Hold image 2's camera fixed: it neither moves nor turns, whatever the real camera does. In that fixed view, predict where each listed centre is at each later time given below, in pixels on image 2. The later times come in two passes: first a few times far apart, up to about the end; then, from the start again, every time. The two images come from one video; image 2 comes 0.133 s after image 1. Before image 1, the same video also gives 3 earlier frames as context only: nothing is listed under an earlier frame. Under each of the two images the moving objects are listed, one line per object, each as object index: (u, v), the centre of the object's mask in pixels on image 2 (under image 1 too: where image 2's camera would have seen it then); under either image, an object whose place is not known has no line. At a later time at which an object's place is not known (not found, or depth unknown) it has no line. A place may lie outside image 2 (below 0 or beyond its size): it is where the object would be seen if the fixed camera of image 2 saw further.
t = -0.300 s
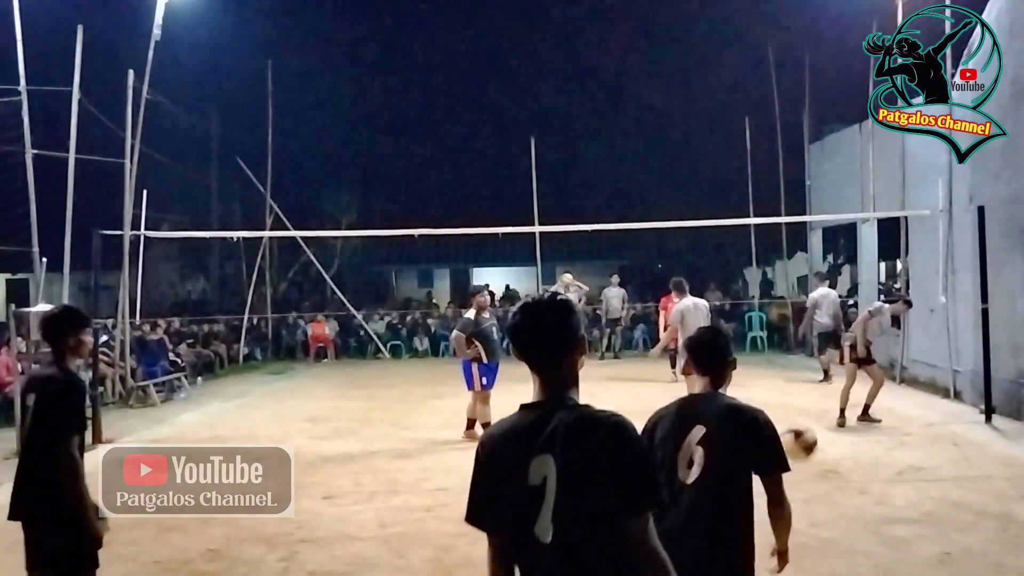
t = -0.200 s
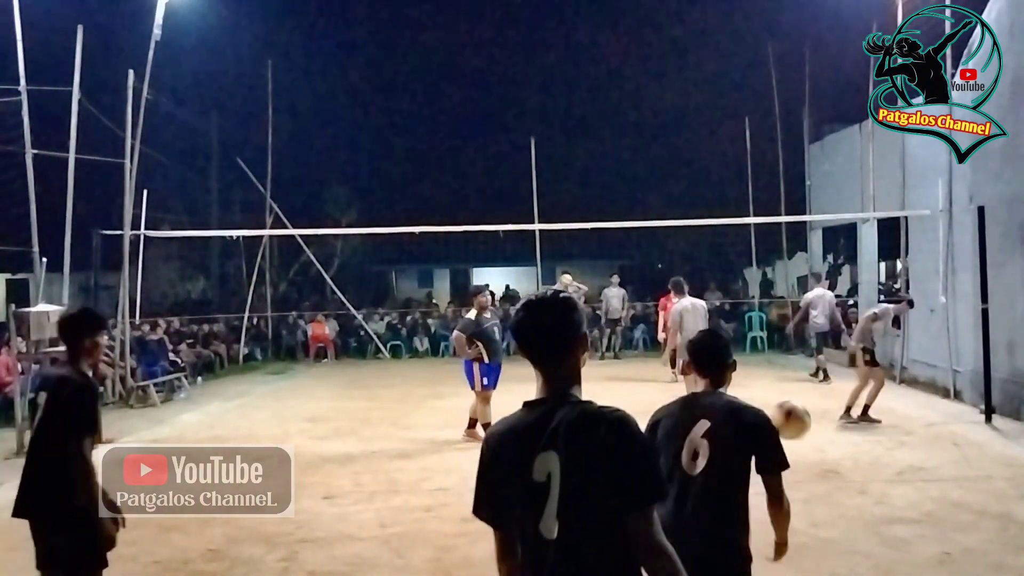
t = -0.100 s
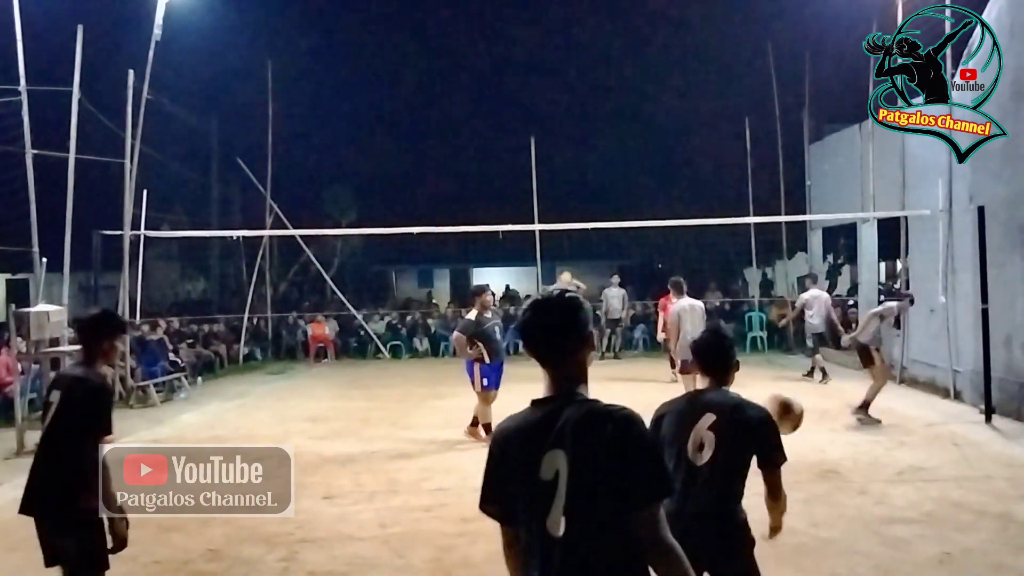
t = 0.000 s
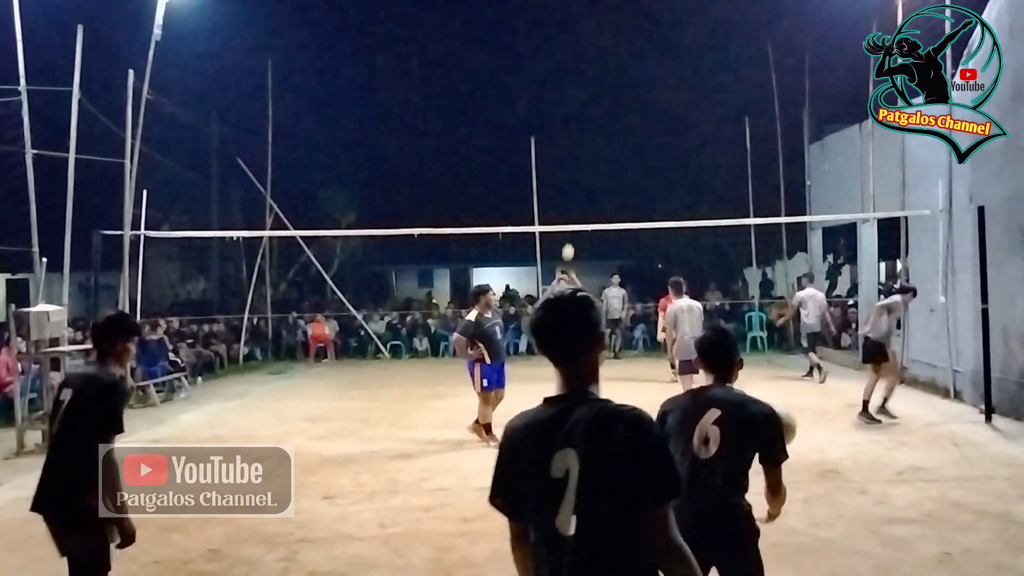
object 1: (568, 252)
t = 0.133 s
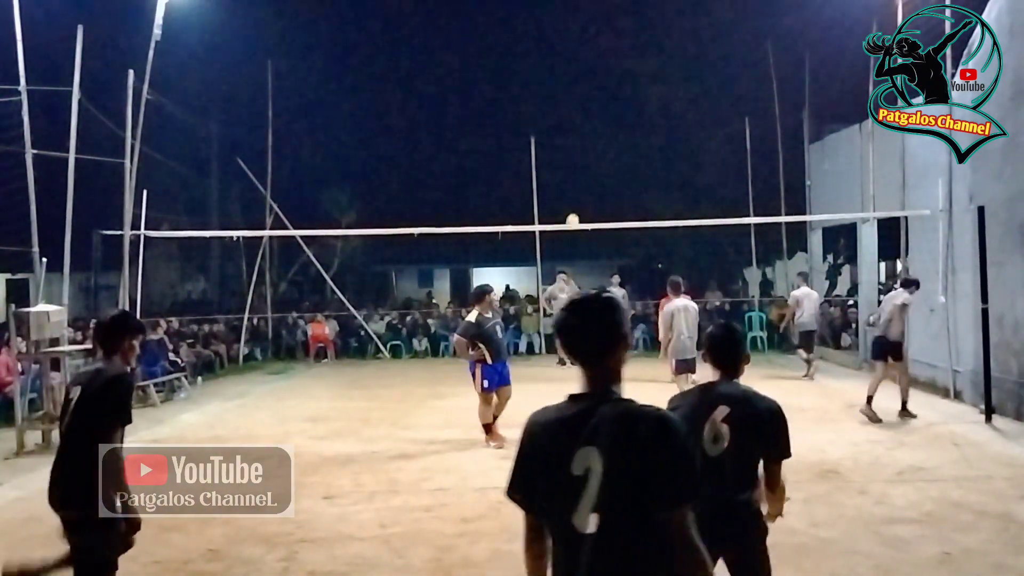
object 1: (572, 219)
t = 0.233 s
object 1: (577, 204)
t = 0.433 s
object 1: (587, 184)
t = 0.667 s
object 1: (603, 190)
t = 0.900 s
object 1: (620, 238)
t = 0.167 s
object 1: (573, 215)
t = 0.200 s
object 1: (575, 209)
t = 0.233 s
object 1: (577, 204)
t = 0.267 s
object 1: (578, 199)
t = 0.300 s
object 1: (580, 195)
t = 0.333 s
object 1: (581, 191)
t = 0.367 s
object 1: (583, 188)
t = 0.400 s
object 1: (585, 185)
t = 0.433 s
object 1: (587, 184)
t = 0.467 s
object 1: (589, 183)
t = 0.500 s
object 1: (591, 182)
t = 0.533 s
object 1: (594, 182)
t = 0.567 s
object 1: (596, 183)
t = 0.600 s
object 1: (598, 185)
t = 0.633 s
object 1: (601, 187)
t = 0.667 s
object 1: (603, 190)
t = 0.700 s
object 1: (606, 195)
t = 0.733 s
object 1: (608, 199)
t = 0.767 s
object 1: (610, 205)
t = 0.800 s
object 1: (613, 212)
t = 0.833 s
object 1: (615, 217)
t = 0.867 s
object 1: (618, 228)
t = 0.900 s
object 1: (620, 238)
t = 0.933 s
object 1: (623, 248)
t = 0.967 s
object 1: (625, 260)
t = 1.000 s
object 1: (628, 272)
